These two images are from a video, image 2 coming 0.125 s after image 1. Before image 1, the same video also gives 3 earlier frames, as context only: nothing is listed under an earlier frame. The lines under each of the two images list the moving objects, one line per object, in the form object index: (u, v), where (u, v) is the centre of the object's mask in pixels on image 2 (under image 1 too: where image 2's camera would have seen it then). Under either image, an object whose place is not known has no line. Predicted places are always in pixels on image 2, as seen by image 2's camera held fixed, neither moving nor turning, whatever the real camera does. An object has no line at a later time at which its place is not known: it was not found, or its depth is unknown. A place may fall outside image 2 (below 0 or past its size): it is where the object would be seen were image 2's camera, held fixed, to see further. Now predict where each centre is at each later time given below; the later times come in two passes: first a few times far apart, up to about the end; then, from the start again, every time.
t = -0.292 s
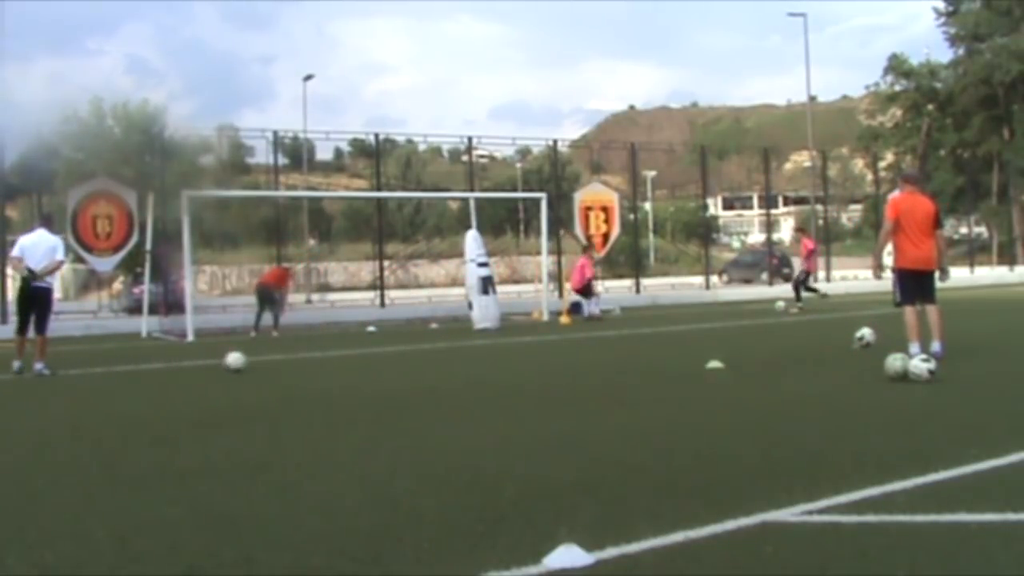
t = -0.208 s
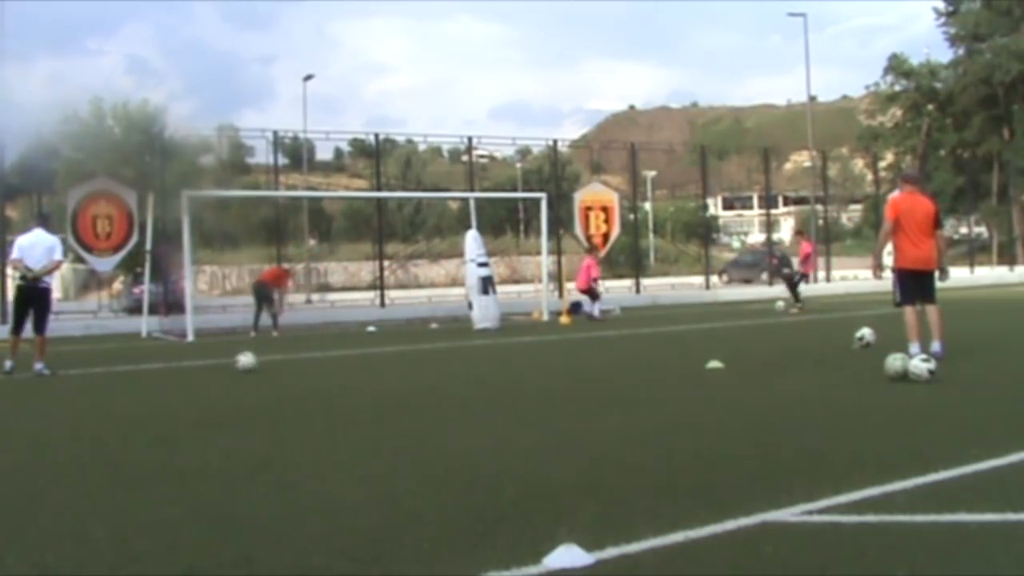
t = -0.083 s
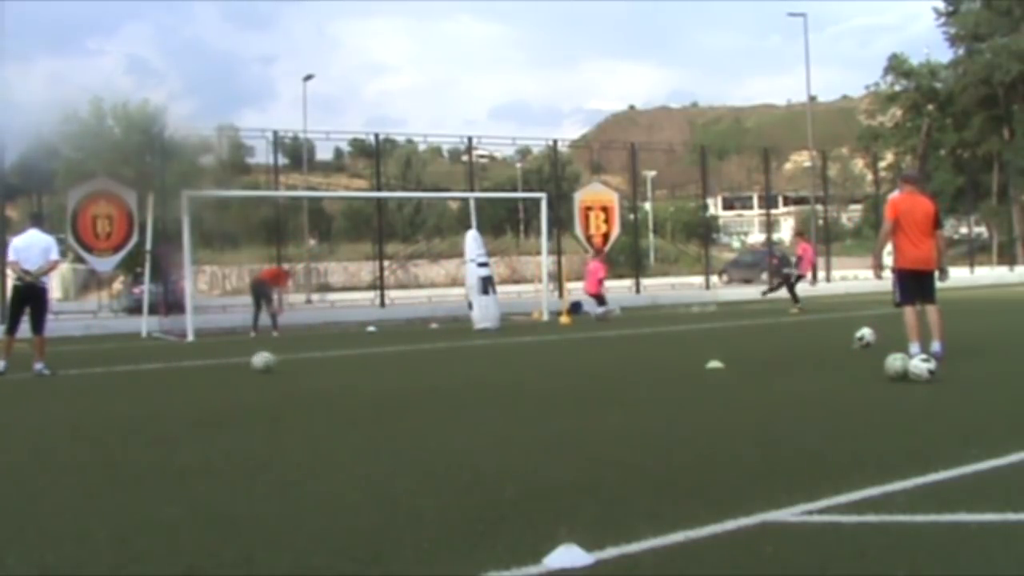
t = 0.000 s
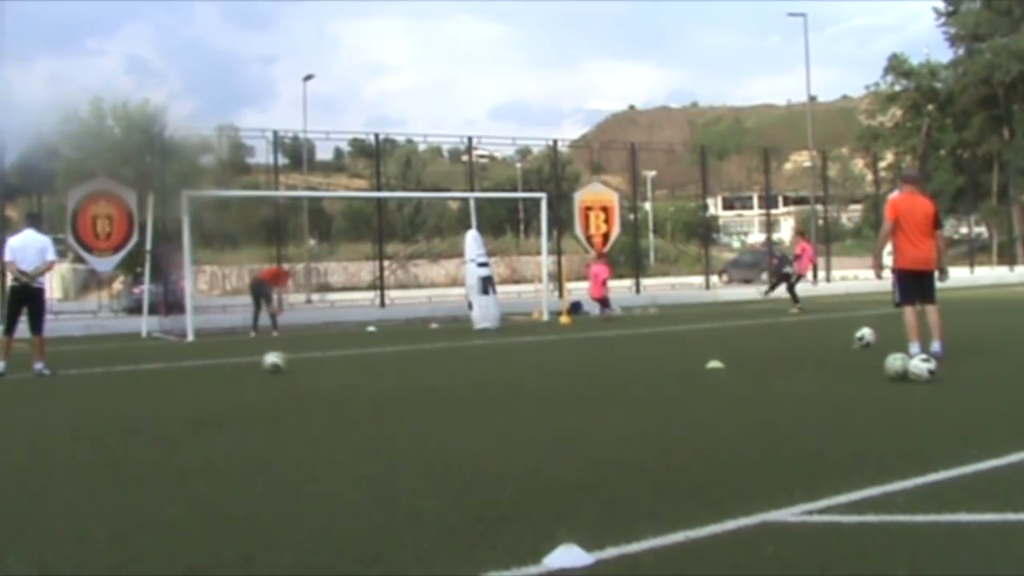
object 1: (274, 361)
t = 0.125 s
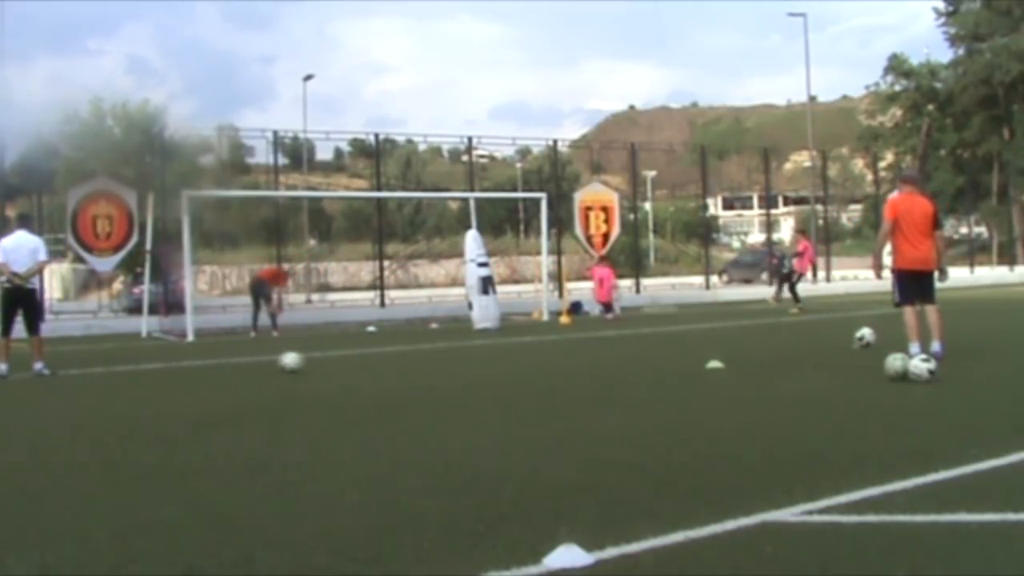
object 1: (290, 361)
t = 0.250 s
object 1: (307, 361)
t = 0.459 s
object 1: (333, 362)
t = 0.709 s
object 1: (362, 362)
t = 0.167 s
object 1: (296, 361)
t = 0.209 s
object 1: (301, 361)
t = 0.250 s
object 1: (307, 361)
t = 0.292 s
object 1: (312, 361)
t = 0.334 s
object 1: (317, 361)
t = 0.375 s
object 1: (323, 362)
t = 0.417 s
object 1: (328, 362)
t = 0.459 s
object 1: (333, 362)
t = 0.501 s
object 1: (339, 362)
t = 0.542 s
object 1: (344, 362)
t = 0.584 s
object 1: (349, 361)
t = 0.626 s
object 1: (354, 362)
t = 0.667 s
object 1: (358, 361)
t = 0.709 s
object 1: (362, 362)
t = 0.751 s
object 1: (367, 362)
